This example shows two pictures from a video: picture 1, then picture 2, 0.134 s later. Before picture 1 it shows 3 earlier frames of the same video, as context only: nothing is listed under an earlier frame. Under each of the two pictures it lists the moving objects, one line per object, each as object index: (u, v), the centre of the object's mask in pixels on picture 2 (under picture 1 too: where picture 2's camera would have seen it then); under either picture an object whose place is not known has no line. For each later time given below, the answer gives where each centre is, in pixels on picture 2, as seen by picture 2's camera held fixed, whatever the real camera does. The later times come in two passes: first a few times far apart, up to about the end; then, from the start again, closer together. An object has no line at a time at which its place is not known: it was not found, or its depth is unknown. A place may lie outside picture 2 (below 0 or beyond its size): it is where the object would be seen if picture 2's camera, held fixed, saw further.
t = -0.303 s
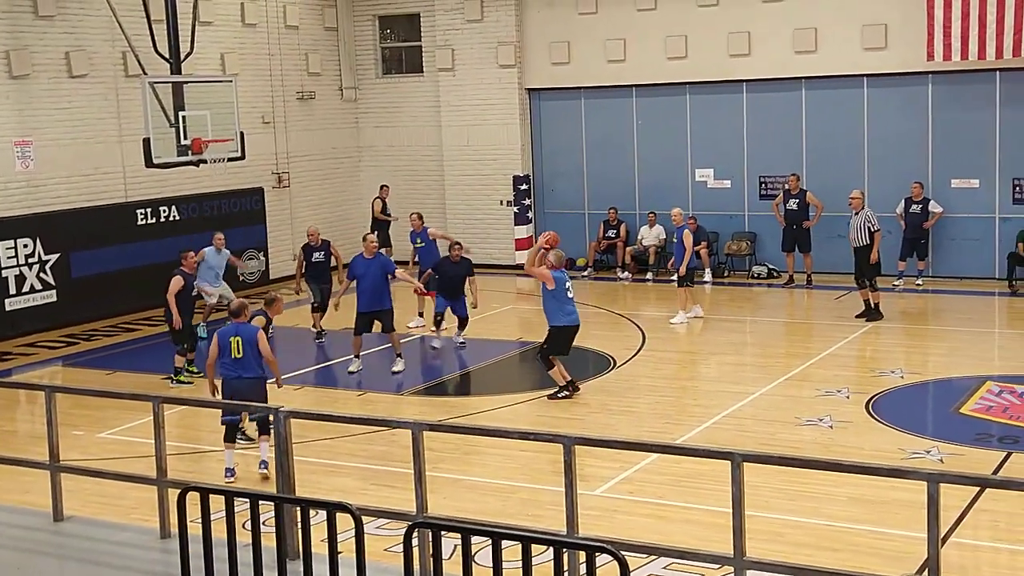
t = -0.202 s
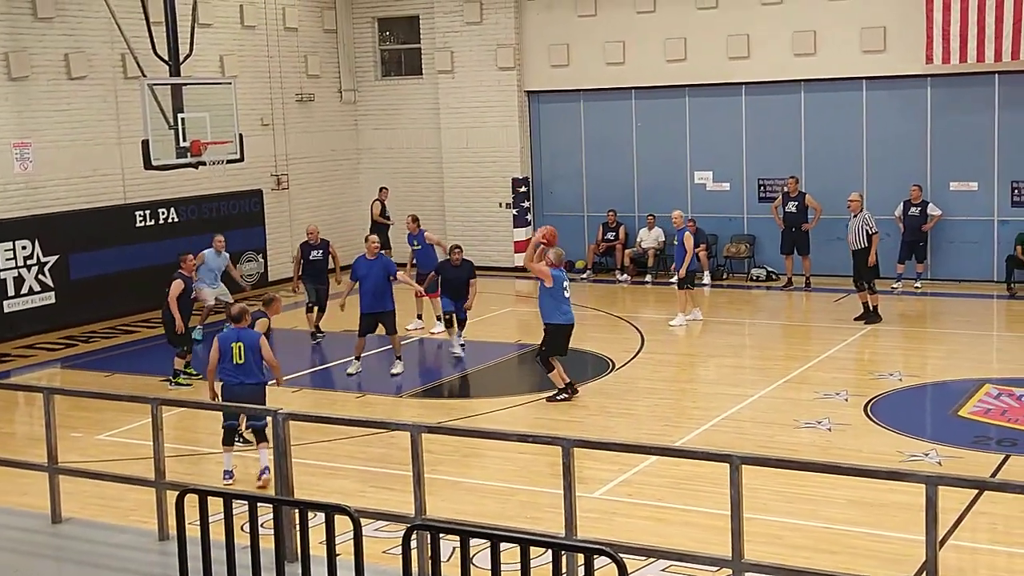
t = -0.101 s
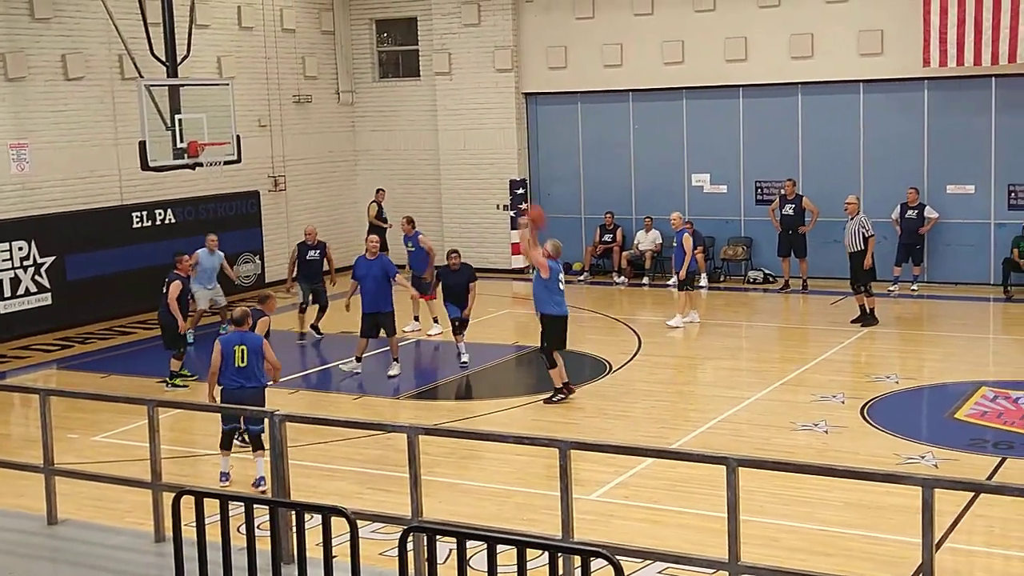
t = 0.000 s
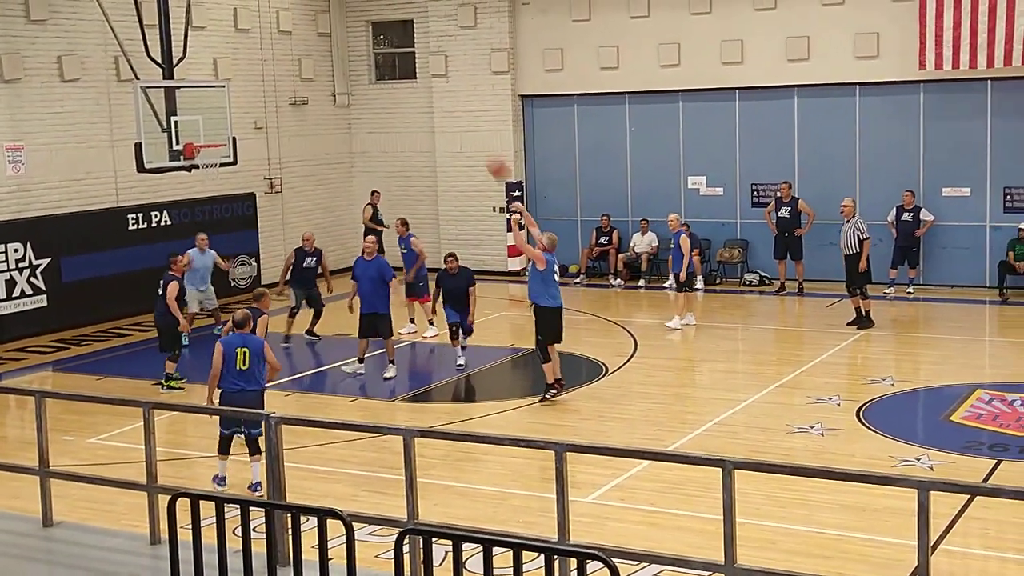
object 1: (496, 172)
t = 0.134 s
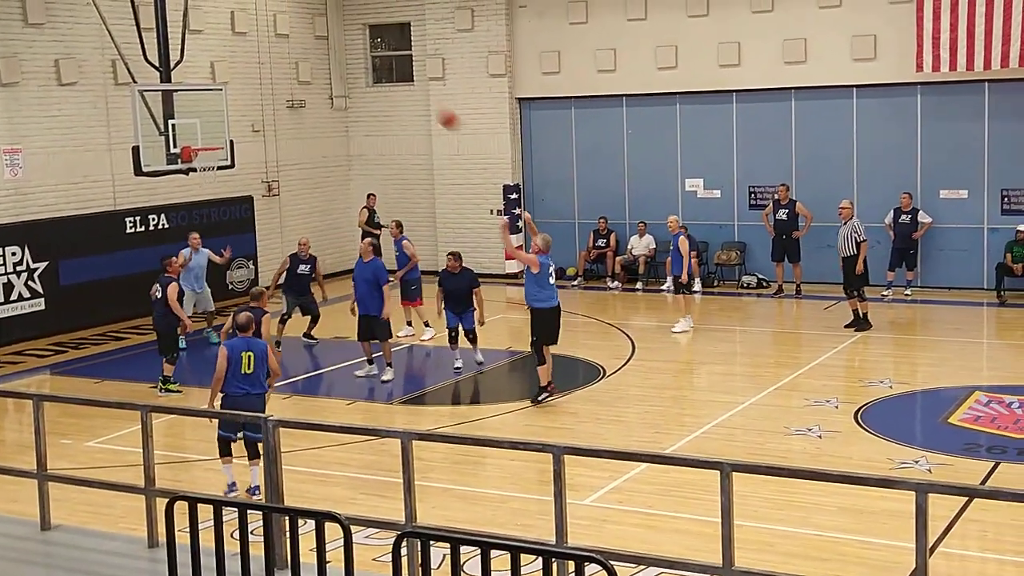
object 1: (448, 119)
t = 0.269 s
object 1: (403, 81)
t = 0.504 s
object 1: (333, 54)
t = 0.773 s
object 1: (262, 75)
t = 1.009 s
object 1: (210, 132)
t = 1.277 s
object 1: (199, 172)
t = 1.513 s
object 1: (209, 209)
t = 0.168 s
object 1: (436, 108)
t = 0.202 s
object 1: (425, 98)
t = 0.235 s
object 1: (415, 90)
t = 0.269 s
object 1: (403, 81)
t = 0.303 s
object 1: (393, 75)
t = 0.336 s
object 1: (383, 69)
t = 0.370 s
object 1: (374, 65)
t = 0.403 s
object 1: (362, 62)
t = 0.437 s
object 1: (353, 58)
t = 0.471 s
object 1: (343, 56)
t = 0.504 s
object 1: (333, 54)
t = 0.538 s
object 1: (323, 56)
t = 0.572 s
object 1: (314, 56)
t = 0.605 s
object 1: (305, 57)
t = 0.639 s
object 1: (295, 59)
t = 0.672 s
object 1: (287, 62)
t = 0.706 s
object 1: (279, 65)
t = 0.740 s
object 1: (270, 70)
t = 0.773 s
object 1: (262, 75)
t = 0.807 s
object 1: (255, 81)
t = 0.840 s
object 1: (247, 88)
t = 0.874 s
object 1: (240, 95)
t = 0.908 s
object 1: (232, 104)
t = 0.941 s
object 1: (225, 112)
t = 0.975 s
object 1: (217, 122)
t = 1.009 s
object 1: (210, 132)
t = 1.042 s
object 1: (204, 142)
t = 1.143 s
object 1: (206, 159)
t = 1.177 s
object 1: (203, 165)
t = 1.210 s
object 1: (202, 169)
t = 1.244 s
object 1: (200, 171)
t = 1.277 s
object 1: (199, 172)
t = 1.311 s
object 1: (200, 174)
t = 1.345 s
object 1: (200, 178)
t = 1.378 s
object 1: (202, 183)
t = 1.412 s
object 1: (204, 188)
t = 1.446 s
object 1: (206, 194)
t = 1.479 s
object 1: (207, 201)
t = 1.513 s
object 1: (209, 209)
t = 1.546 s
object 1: (211, 217)
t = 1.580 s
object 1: (213, 226)
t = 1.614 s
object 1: (215, 235)
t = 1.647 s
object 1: (217, 246)
